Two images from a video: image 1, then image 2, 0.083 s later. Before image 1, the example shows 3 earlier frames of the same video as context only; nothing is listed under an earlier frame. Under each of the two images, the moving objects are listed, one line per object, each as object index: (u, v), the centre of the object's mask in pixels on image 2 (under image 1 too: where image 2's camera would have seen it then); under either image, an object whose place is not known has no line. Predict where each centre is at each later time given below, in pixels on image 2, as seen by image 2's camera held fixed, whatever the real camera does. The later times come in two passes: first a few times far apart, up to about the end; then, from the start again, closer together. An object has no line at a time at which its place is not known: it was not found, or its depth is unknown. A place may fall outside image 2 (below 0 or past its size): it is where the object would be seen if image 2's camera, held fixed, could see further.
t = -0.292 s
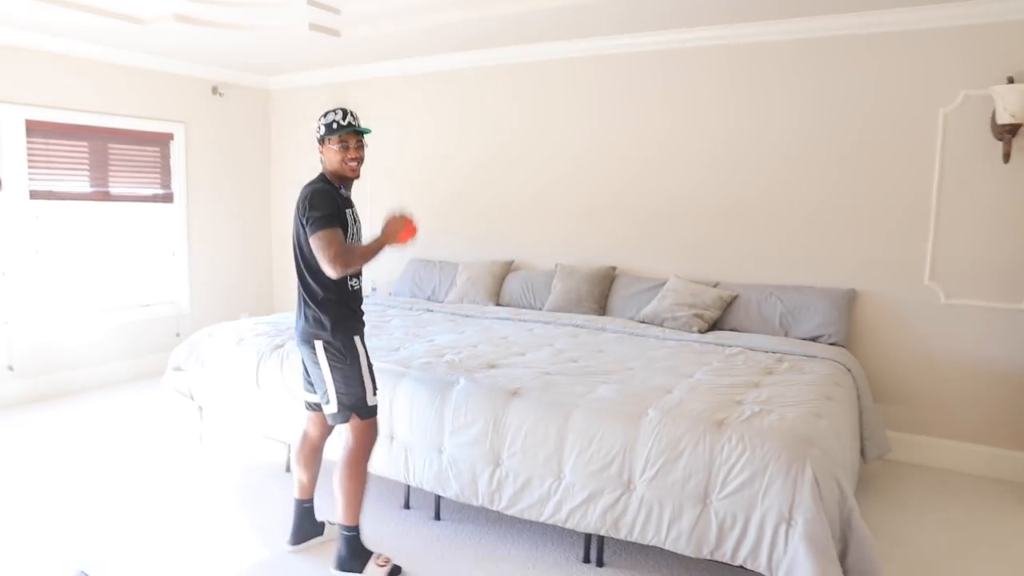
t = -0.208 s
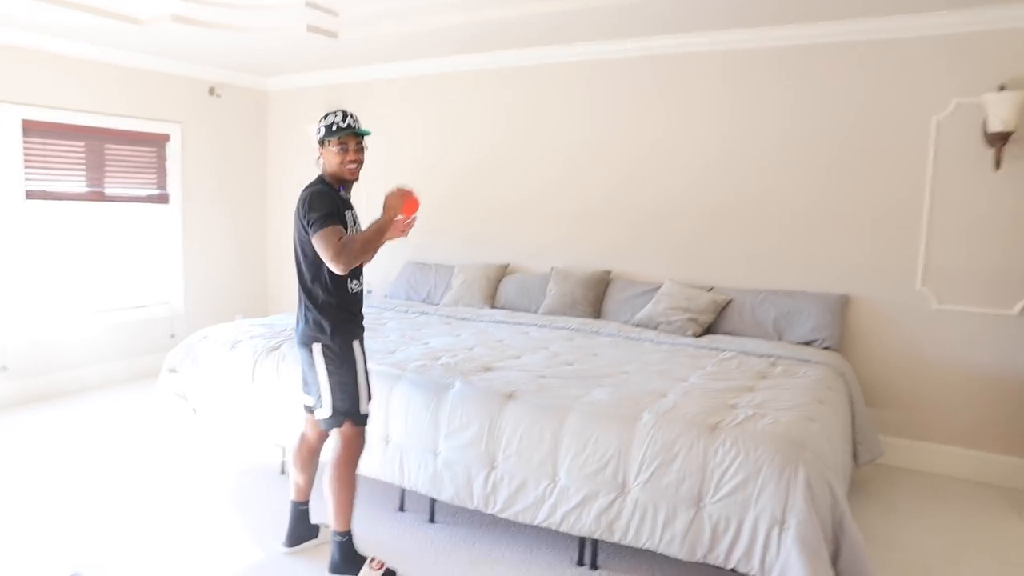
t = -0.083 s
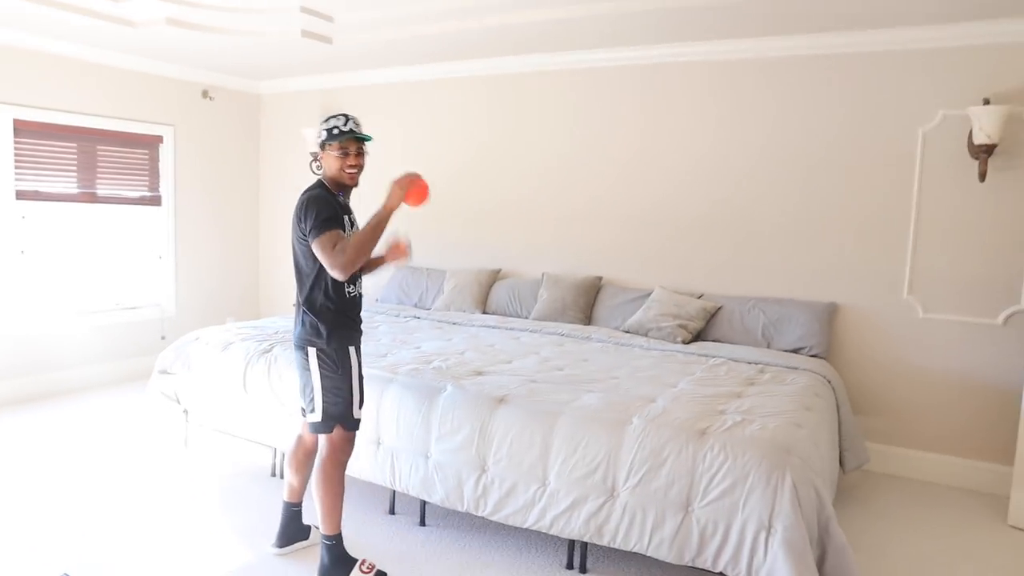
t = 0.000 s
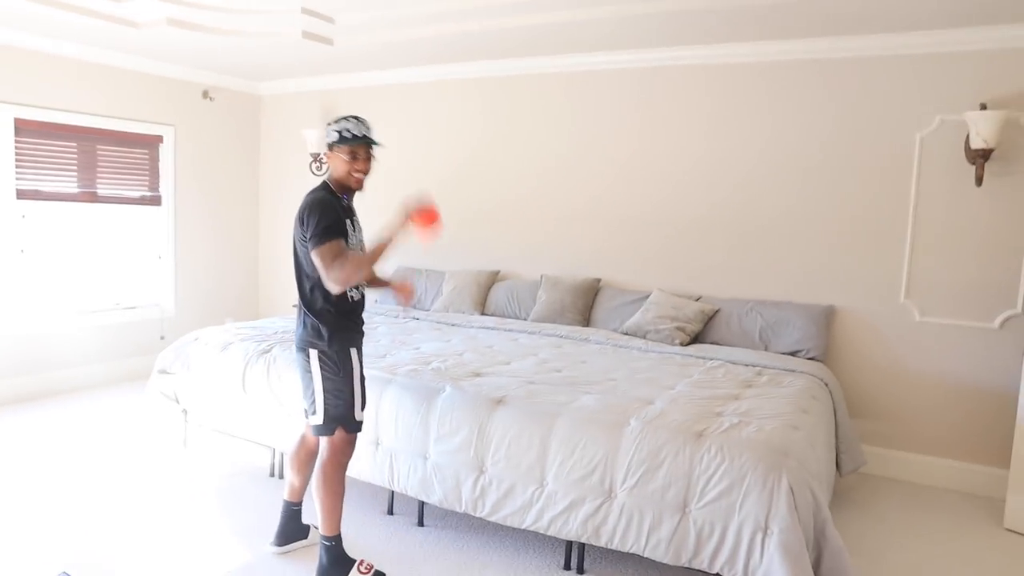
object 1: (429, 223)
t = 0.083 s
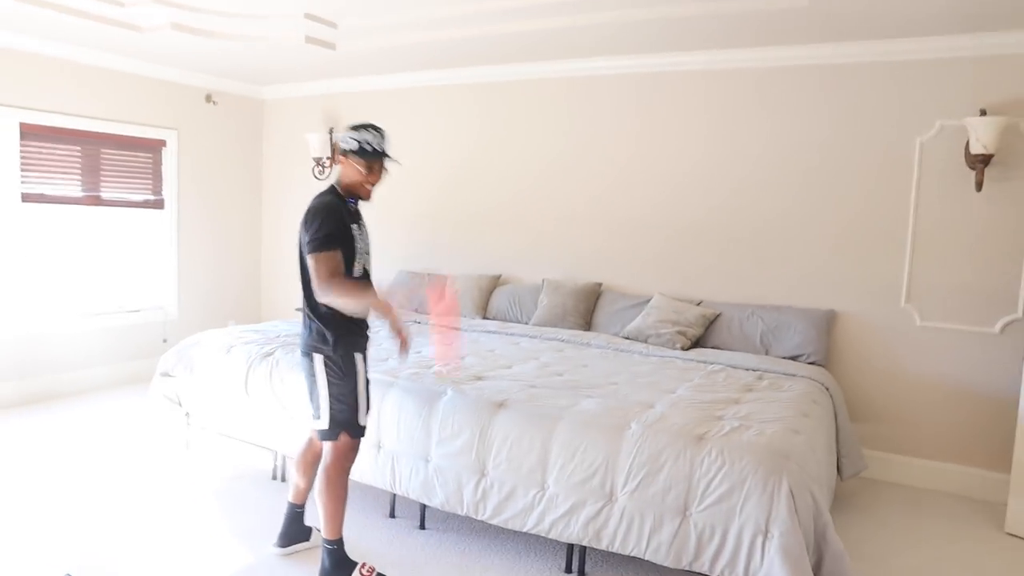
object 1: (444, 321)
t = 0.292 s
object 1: (463, 505)
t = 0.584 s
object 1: (492, 213)
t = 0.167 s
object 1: (450, 511)
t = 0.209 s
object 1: (453, 564)
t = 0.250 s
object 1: (459, 550)
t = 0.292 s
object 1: (463, 505)
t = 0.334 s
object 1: (469, 449)
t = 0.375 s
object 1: (475, 398)
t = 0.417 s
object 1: (477, 353)
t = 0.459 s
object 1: (480, 305)
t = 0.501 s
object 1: (484, 274)
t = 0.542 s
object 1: (488, 241)
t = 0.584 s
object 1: (492, 213)
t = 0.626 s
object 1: (495, 191)
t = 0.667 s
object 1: (498, 172)
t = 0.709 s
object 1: (501, 159)
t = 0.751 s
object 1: (504, 150)
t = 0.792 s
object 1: (506, 145)
